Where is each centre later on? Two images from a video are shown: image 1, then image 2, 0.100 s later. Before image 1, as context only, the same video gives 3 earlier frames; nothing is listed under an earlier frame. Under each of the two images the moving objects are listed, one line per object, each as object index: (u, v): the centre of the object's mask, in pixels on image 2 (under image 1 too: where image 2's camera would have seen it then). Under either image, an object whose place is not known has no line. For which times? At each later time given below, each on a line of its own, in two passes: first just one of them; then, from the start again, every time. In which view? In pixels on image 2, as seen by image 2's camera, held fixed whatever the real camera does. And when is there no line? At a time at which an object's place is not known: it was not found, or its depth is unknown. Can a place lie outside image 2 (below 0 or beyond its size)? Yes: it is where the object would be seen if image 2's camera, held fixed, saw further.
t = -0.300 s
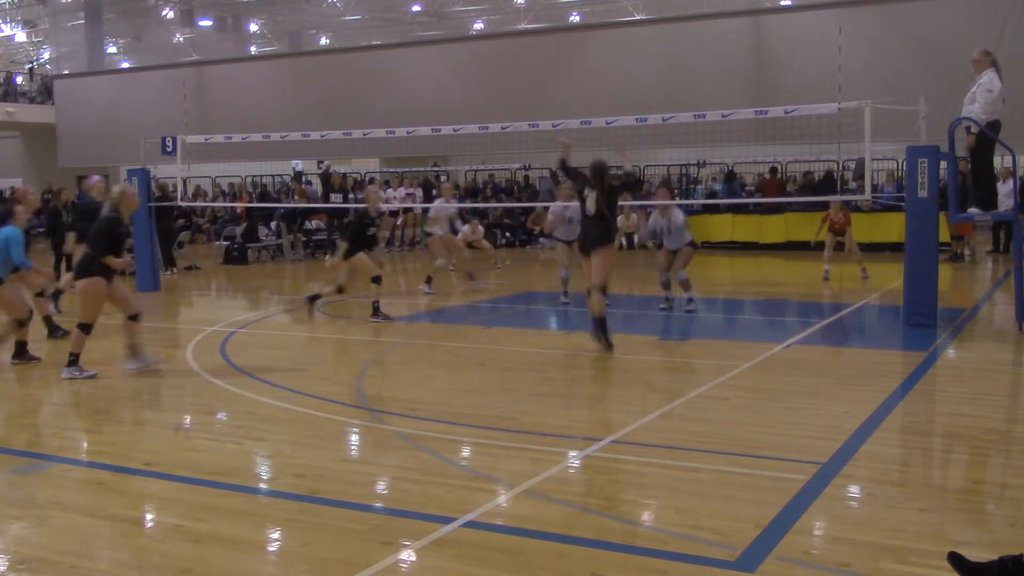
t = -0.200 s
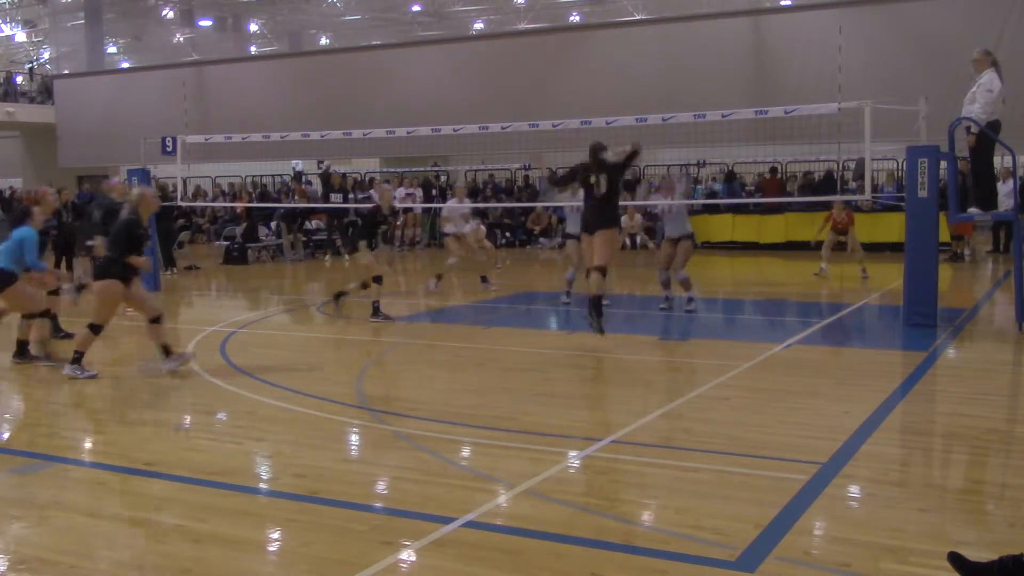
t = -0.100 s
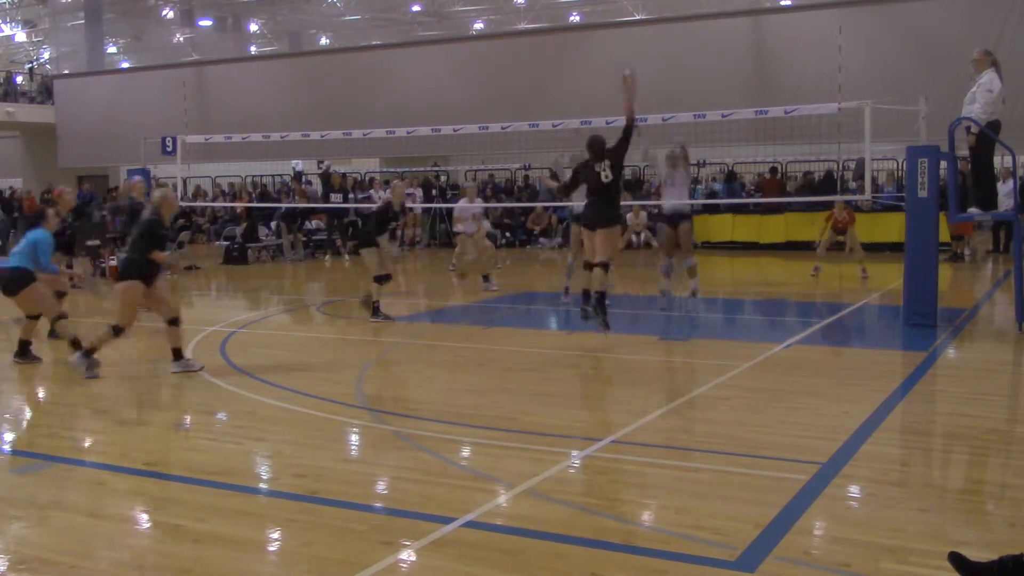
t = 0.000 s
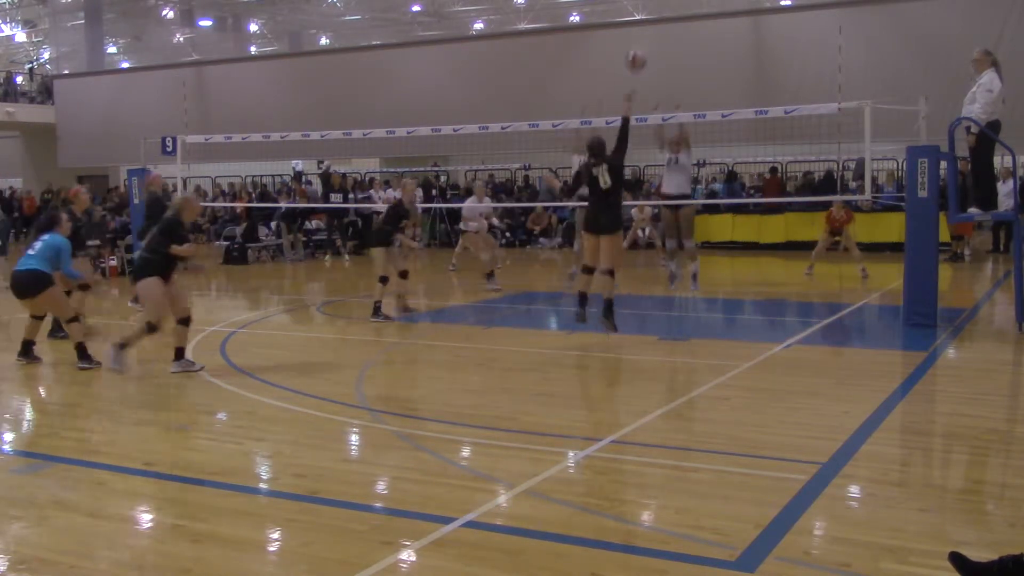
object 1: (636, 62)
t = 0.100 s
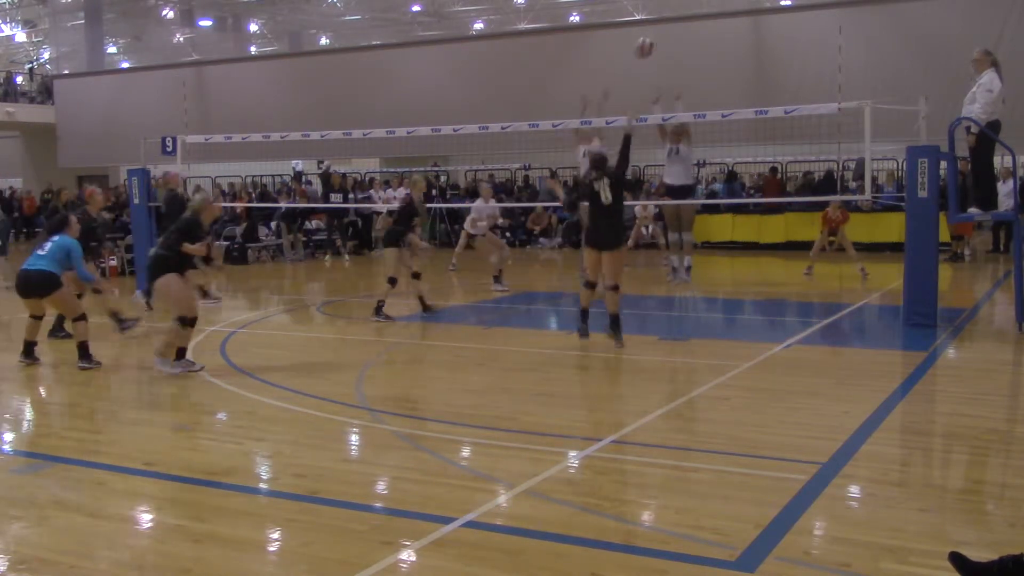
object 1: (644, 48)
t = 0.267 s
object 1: (653, 52)
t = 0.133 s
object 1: (645, 46)
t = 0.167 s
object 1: (647, 47)
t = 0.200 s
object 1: (650, 48)
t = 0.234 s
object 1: (652, 50)
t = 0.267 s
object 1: (653, 52)
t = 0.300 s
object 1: (654, 55)
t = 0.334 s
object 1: (655, 61)
